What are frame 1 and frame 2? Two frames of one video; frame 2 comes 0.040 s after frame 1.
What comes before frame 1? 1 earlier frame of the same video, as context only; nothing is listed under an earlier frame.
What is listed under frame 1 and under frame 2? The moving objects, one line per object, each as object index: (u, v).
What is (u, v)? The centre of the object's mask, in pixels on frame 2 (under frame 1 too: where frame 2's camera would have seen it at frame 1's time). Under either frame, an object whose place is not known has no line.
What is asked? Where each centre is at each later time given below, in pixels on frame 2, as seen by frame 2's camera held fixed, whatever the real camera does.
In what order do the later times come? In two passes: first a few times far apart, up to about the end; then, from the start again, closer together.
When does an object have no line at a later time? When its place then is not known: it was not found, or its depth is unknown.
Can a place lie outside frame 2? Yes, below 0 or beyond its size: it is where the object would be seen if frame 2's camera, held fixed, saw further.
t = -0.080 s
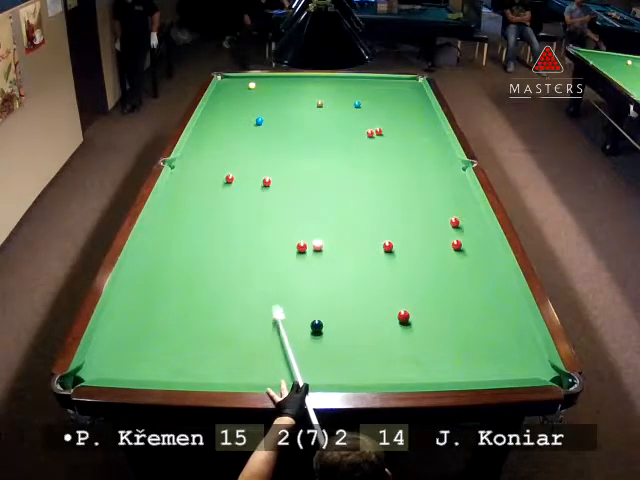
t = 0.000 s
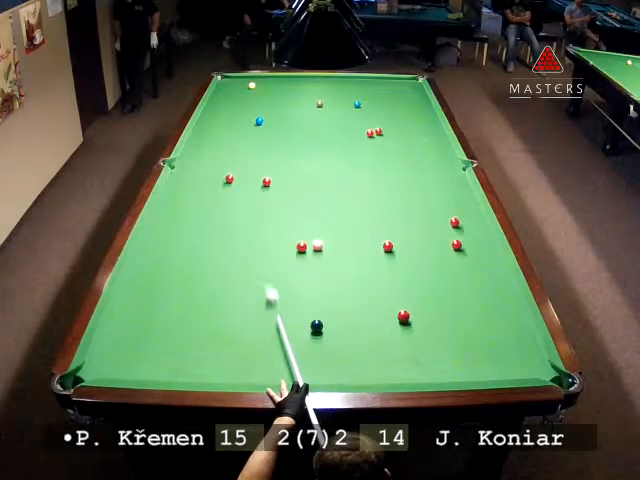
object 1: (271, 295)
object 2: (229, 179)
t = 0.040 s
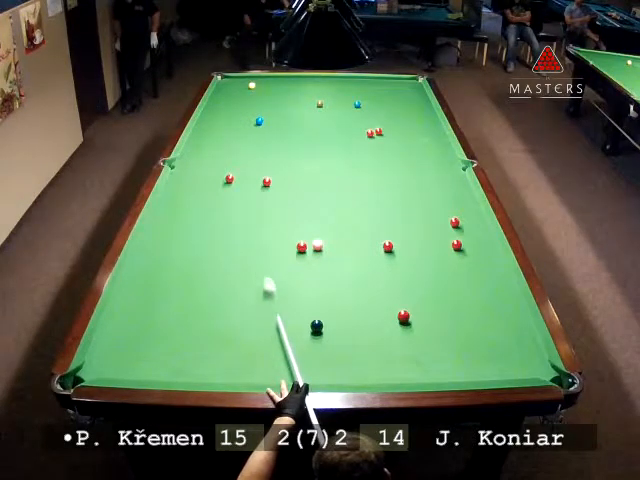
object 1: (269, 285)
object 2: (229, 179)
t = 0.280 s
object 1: (255, 241)
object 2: (229, 179)
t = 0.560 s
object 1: (243, 200)
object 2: (229, 178)
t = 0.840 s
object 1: (246, 171)
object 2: (219, 177)
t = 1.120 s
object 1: (262, 151)
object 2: (199, 171)
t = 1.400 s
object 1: (276, 133)
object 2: (180, 167)
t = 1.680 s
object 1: (288, 118)
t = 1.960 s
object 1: (298, 106)
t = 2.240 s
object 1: (307, 94)
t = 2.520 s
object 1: (315, 85)
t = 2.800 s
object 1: (322, 78)
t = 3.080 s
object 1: (326, 80)
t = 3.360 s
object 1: (331, 86)
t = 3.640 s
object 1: (335, 91)
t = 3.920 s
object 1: (339, 96)
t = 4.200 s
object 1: (343, 102)
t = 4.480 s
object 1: (346, 107)
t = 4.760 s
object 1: (351, 112)
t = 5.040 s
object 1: (353, 116)
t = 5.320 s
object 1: (357, 121)
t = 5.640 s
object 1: (360, 126)
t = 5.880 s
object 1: (361, 127)
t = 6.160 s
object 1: (363, 132)
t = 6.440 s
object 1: (361, 132)
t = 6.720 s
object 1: (360, 133)
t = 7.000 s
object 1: (359, 133)
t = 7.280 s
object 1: (359, 133)
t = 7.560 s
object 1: (359, 133)
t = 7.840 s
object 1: (359, 133)
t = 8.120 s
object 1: (359, 133)
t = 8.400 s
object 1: (359, 133)
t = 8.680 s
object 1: (359, 133)
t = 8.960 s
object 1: (359, 133)
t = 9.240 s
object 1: (359, 133)
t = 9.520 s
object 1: (359, 133)
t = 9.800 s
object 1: (359, 133)
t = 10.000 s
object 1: (359, 133)
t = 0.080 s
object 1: (266, 278)
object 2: (229, 179)
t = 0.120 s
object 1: (264, 269)
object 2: (229, 179)
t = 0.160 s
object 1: (262, 263)
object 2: (229, 179)
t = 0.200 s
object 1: (259, 255)
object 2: (229, 179)
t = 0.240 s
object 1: (257, 248)
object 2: (229, 179)
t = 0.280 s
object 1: (255, 241)
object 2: (229, 179)
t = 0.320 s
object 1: (253, 235)
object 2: (229, 179)
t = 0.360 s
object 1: (251, 228)
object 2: (229, 179)
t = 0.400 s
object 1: (249, 222)
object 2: (229, 179)
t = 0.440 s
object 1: (248, 216)
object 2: (229, 179)
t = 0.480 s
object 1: (246, 211)
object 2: (229, 179)
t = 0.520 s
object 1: (244, 205)
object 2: (229, 179)
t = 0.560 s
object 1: (243, 200)
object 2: (229, 178)
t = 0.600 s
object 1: (242, 196)
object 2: (229, 179)
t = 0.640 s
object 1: (240, 192)
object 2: (229, 179)
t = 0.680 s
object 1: (239, 186)
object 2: (229, 179)
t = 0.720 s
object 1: (238, 182)
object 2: (229, 179)
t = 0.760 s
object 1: (239, 178)
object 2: (226, 178)
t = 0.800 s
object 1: (243, 175)
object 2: (223, 177)
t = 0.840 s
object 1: (246, 171)
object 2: (219, 177)
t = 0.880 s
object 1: (248, 168)
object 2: (216, 176)
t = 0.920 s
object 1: (250, 165)
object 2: (213, 175)
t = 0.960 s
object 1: (253, 161)
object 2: (210, 174)
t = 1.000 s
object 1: (255, 159)
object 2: (207, 173)
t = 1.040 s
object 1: (257, 156)
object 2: (204, 172)
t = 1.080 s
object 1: (260, 153)
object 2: (201, 172)
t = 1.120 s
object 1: (262, 151)
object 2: (199, 171)
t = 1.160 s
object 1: (264, 148)
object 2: (196, 170)
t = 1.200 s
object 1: (266, 145)
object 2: (193, 170)
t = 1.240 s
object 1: (268, 143)
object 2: (191, 169)
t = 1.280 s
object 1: (270, 141)
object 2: (188, 168)
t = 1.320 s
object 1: (272, 138)
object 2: (186, 168)
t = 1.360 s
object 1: (274, 136)
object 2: (183, 167)
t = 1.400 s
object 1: (276, 133)
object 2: (180, 167)
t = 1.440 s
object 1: (278, 131)
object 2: (178, 166)
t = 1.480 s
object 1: (279, 129)
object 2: (176, 165)
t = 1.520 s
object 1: (281, 126)
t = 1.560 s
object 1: (282, 124)
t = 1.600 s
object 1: (284, 122)
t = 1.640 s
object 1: (286, 120)
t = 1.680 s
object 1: (288, 118)
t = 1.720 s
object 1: (289, 116)
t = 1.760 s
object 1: (291, 115)
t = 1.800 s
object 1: (292, 113)
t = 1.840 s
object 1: (294, 111)
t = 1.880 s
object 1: (295, 109)
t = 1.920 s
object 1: (297, 108)
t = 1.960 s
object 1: (298, 106)
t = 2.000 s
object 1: (299, 104)
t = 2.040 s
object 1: (301, 101)
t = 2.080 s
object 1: (302, 100)
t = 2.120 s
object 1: (303, 99)
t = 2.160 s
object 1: (305, 98)
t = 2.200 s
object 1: (306, 96)
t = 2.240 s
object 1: (307, 94)
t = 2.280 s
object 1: (308, 93)
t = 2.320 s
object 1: (309, 92)
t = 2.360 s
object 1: (311, 91)
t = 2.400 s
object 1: (312, 89)
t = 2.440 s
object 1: (313, 88)
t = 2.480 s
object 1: (314, 87)
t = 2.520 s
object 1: (315, 85)
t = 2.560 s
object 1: (316, 84)
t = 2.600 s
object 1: (317, 83)
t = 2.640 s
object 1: (318, 83)
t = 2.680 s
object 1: (319, 81)
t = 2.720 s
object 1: (320, 80)
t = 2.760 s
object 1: (321, 78)
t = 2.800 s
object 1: (322, 78)
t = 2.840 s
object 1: (323, 77)
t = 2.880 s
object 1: (324, 77)
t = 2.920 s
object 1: (324, 78)
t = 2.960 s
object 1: (325, 78)
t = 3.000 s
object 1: (325, 78)
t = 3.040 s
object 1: (325, 80)
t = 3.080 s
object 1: (326, 80)
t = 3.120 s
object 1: (327, 81)
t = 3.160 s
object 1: (328, 82)
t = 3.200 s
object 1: (328, 82)
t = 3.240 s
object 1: (329, 83)
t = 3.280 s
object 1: (329, 83)
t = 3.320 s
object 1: (330, 85)
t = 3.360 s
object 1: (331, 86)
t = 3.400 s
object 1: (331, 87)
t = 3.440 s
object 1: (332, 87)
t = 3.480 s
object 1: (333, 88)
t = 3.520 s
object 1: (333, 89)
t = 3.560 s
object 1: (334, 90)
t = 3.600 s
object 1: (334, 91)
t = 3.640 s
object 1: (335, 91)
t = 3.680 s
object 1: (335, 92)
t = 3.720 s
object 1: (335, 92)
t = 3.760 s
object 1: (336, 93)
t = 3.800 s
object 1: (337, 94)
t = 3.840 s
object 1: (338, 95)
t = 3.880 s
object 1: (338, 95)
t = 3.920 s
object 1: (339, 96)
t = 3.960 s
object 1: (339, 98)
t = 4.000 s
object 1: (340, 98)
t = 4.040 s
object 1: (340, 99)
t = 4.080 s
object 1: (342, 100)
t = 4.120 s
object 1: (342, 101)
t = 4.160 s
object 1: (342, 101)
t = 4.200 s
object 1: (343, 102)
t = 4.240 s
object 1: (343, 103)
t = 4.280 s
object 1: (344, 104)
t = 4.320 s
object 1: (344, 104)
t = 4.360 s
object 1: (345, 105)
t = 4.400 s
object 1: (345, 105)
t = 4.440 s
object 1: (346, 107)
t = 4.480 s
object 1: (346, 107)
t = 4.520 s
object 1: (347, 108)
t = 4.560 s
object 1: (347, 108)
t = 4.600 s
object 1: (348, 110)
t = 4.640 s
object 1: (349, 110)
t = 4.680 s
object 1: (349, 111)
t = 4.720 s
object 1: (349, 111)
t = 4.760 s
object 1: (351, 112)
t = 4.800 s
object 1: (351, 113)
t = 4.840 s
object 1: (351, 114)
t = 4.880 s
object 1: (352, 114)
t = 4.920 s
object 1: (352, 114)
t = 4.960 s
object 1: (353, 116)
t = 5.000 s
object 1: (353, 116)
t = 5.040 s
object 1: (353, 116)
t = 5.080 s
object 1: (354, 117)
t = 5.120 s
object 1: (355, 118)
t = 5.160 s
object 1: (355, 119)
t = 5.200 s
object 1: (356, 120)
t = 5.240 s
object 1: (356, 120)
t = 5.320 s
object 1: (357, 121)
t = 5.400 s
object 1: (358, 123)
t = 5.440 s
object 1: (358, 123)
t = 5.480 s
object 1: (359, 124)
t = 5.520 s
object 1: (359, 125)
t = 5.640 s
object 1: (360, 126)
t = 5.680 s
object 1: (360, 126)
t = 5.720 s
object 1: (361, 127)
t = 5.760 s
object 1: (361, 127)
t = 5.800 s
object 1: (361, 127)
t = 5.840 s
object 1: (361, 127)
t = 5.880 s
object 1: (361, 127)
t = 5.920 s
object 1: (362, 128)
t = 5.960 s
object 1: (362, 128)
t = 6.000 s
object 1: (362, 128)
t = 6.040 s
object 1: (362, 128)
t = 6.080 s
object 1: (363, 130)
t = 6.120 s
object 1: (362, 129)
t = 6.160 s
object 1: (363, 132)
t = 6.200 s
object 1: (363, 132)
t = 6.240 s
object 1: (362, 132)
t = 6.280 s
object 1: (362, 132)
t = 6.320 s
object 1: (362, 132)
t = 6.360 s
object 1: (362, 132)
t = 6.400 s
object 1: (361, 132)
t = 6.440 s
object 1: (361, 132)
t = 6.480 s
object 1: (361, 133)
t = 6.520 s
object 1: (360, 133)
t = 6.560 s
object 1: (360, 133)
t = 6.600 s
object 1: (360, 133)
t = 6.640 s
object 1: (360, 133)
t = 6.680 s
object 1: (360, 133)
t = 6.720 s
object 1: (360, 133)
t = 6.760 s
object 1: (360, 133)
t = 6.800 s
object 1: (359, 133)
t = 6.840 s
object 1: (359, 133)
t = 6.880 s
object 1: (359, 133)
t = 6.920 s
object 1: (359, 133)
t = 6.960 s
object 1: (359, 133)
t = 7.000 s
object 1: (359, 133)
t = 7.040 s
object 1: (359, 133)
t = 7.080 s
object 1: (359, 133)
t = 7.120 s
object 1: (359, 133)
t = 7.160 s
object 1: (359, 133)
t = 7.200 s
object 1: (359, 133)
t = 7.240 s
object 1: (359, 133)
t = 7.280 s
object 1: (359, 133)
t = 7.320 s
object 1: (359, 133)
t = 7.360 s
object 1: (359, 133)
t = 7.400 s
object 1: (359, 133)
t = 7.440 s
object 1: (359, 133)
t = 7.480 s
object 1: (359, 133)
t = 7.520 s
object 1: (359, 133)
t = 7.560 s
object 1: (359, 133)
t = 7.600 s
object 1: (359, 133)
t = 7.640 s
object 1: (359, 133)
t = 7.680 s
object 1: (359, 133)
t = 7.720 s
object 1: (359, 133)
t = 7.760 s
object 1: (359, 133)
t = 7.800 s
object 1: (359, 133)
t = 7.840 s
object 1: (359, 133)
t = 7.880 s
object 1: (359, 133)
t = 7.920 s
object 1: (359, 133)
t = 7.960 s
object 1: (359, 133)
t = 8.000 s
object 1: (359, 133)
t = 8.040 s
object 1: (359, 133)
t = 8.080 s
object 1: (359, 133)
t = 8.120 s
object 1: (359, 133)
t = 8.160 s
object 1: (359, 133)
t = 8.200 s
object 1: (359, 133)
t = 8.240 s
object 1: (359, 133)
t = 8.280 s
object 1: (359, 133)
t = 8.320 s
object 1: (359, 133)
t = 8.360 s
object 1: (359, 133)
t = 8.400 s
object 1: (359, 133)
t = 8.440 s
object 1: (359, 133)
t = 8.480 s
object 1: (359, 133)
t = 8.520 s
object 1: (359, 133)
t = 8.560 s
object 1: (359, 133)
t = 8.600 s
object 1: (359, 133)
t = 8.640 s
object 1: (359, 133)
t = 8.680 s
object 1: (359, 133)
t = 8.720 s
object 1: (359, 133)
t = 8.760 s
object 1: (359, 133)
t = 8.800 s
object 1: (359, 133)
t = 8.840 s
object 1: (359, 133)
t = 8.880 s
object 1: (359, 133)
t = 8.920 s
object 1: (359, 133)
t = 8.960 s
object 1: (359, 133)
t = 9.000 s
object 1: (359, 133)
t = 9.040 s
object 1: (359, 133)
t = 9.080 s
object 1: (359, 133)
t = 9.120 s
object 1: (359, 133)
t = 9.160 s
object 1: (359, 133)
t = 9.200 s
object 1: (359, 133)
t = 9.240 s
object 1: (359, 133)
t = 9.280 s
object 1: (359, 133)
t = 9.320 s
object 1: (359, 133)
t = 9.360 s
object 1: (359, 133)
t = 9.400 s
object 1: (359, 133)
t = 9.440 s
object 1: (359, 133)
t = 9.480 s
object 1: (359, 133)
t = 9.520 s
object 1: (359, 133)
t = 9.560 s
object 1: (359, 133)
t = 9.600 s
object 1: (359, 133)
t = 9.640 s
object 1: (359, 133)
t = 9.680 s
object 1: (359, 133)
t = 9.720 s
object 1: (359, 133)
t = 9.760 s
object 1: (359, 133)
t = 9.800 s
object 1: (359, 133)
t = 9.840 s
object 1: (359, 133)
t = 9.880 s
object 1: (359, 133)
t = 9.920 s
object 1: (359, 133)
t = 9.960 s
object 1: (359, 133)
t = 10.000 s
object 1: (359, 133)
